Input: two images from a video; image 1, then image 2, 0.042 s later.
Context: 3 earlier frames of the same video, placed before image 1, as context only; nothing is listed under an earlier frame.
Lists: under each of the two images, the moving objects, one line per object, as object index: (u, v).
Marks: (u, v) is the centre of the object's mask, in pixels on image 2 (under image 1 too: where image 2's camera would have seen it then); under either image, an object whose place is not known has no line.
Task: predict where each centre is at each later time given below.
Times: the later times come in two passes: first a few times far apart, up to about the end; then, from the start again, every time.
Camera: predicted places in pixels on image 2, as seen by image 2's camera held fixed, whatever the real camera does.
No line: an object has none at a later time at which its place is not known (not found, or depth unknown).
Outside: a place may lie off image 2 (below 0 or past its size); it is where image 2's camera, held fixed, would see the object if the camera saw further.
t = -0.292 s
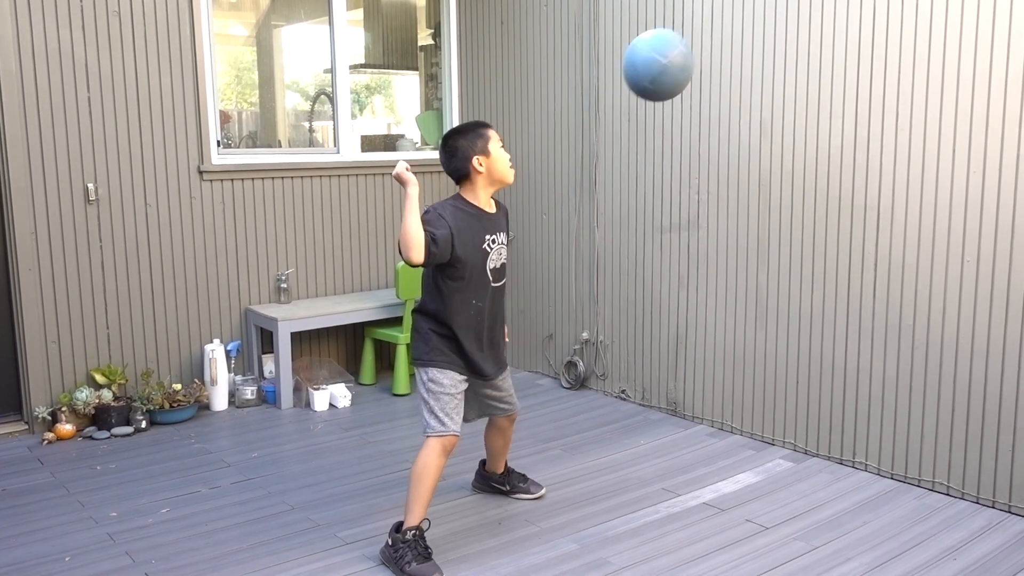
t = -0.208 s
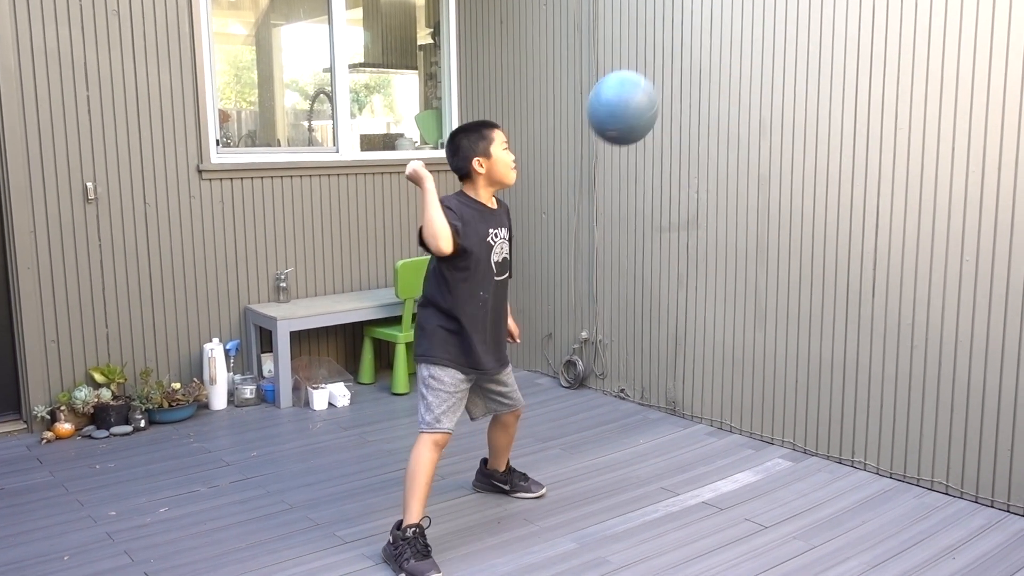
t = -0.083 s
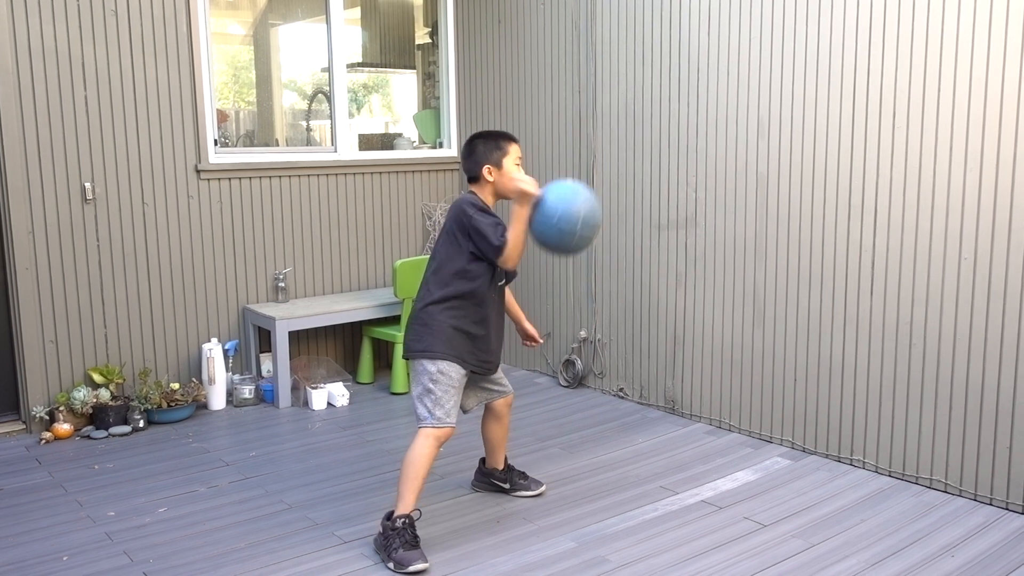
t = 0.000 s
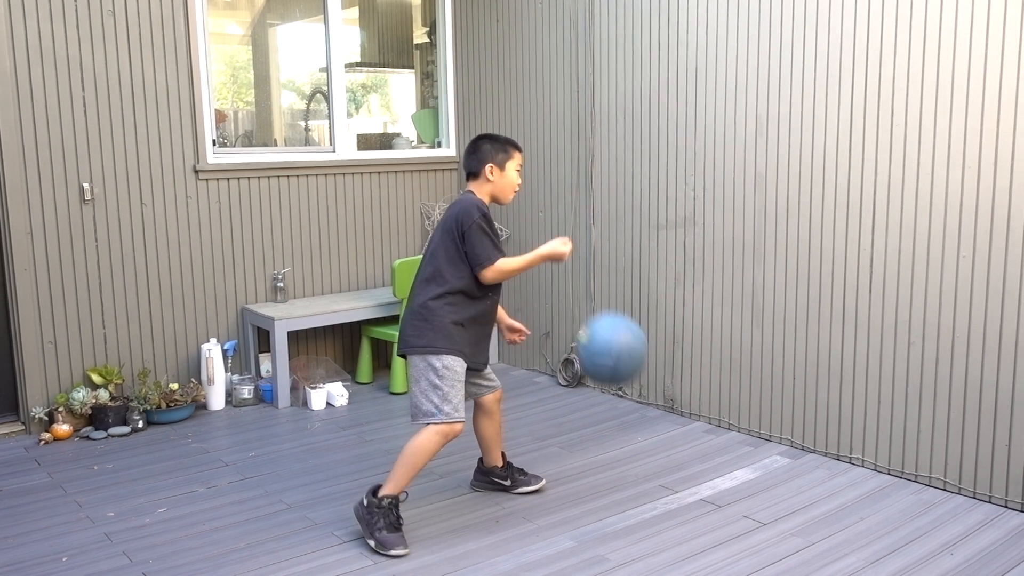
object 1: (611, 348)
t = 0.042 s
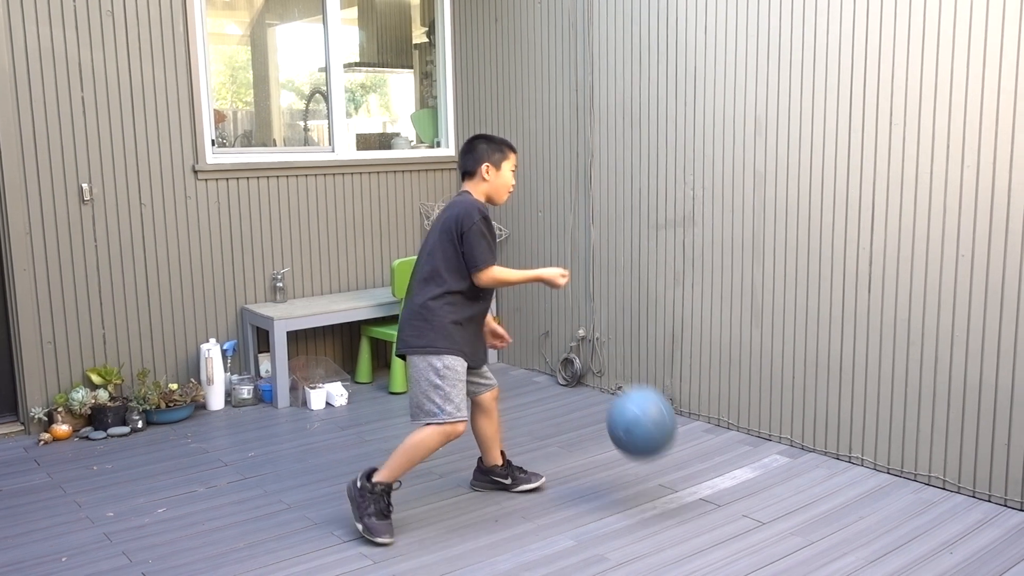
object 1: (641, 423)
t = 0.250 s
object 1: (752, 275)
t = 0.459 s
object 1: (844, 118)
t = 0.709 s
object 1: (792, 83)
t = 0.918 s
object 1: (736, 214)
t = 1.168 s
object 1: (660, 551)
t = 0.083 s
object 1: (670, 487)
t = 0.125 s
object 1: (691, 428)
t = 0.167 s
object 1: (711, 372)
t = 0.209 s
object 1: (732, 321)
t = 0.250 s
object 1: (752, 275)
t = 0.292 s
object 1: (772, 233)
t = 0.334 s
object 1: (792, 197)
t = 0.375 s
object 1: (812, 165)
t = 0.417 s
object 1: (832, 138)
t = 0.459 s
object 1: (844, 118)
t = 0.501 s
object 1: (836, 100)
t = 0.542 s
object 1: (828, 87)
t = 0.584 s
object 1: (819, 79)
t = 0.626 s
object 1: (811, 75)
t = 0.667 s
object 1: (801, 77)
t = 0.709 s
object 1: (792, 83)
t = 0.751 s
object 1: (782, 97)
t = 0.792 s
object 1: (771, 115)
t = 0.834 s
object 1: (760, 141)
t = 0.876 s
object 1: (748, 174)
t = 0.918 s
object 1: (736, 214)
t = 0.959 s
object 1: (723, 261)
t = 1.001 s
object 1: (709, 316)
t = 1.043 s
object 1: (695, 378)
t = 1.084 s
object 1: (681, 450)
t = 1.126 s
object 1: (667, 527)
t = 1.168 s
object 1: (660, 551)
